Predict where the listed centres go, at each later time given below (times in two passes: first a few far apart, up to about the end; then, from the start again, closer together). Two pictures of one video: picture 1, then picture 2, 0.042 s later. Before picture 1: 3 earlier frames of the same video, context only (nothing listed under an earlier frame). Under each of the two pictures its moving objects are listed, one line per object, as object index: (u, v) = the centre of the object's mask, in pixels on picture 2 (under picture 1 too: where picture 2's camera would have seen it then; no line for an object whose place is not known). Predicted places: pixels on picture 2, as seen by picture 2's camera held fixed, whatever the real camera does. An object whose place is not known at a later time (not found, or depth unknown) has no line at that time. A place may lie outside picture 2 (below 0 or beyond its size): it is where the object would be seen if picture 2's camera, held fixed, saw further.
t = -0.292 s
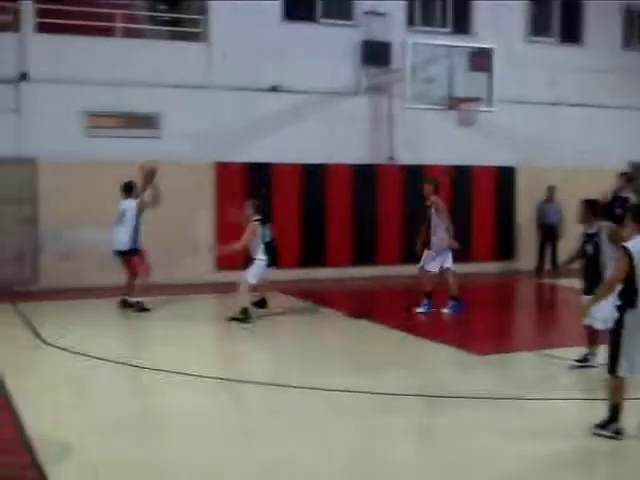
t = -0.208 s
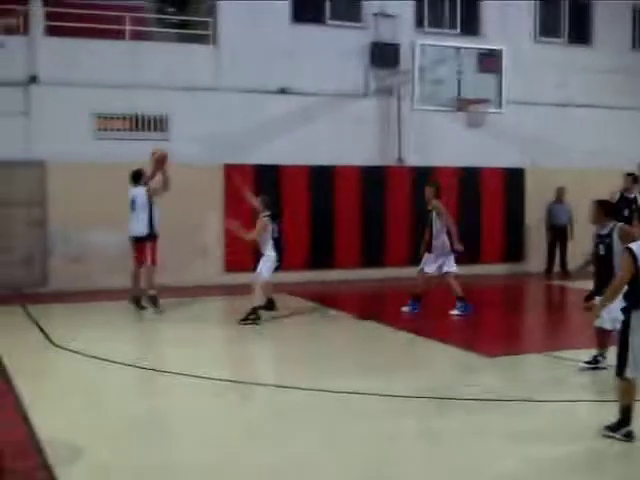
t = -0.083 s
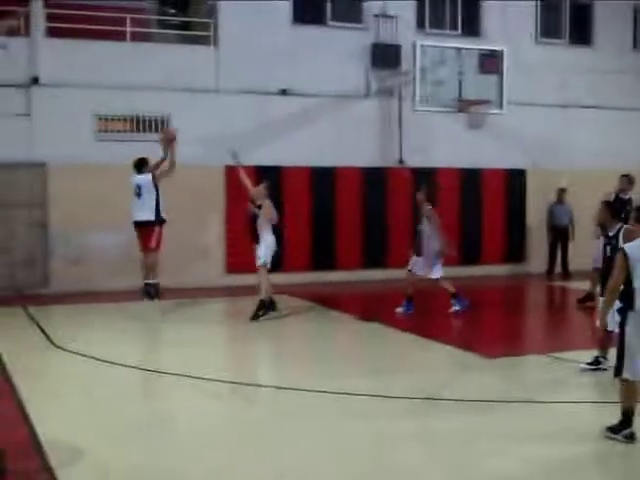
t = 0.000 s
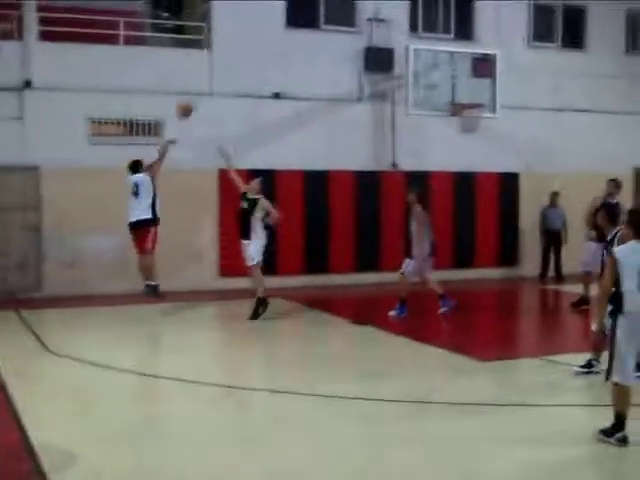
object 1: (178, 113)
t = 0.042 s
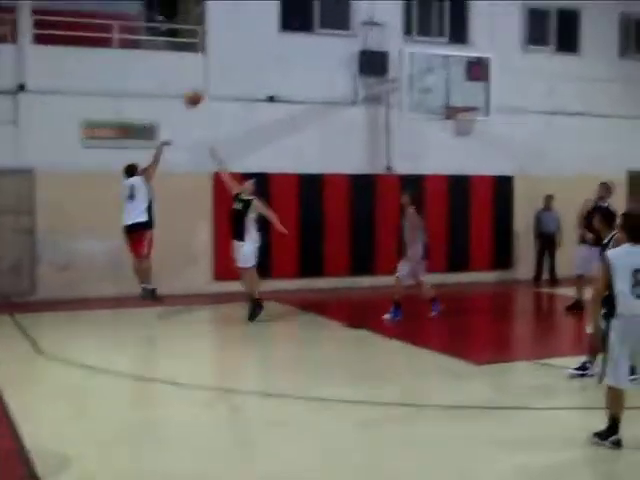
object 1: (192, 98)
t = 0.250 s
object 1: (258, 45)
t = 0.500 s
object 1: (330, 23)
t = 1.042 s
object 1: (472, 115)
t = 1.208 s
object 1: (450, 120)
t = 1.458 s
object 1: (462, 128)
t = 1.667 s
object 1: (472, 158)
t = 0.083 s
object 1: (206, 85)
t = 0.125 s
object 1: (219, 72)
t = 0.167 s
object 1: (232, 62)
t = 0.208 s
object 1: (245, 53)
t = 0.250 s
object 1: (258, 45)
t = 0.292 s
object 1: (270, 39)
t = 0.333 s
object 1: (283, 33)
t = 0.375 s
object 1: (296, 29)
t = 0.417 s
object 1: (307, 26)
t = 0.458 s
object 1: (319, 24)
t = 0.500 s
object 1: (330, 23)
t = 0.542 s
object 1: (343, 24)
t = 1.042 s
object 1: (472, 115)
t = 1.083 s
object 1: (458, 122)
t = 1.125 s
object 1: (451, 123)
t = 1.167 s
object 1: (451, 119)
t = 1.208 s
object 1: (450, 120)
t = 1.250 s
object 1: (451, 122)
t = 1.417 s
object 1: (460, 126)
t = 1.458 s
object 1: (462, 128)
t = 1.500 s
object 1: (464, 132)
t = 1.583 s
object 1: (468, 144)
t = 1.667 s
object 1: (472, 158)
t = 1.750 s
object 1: (475, 173)
